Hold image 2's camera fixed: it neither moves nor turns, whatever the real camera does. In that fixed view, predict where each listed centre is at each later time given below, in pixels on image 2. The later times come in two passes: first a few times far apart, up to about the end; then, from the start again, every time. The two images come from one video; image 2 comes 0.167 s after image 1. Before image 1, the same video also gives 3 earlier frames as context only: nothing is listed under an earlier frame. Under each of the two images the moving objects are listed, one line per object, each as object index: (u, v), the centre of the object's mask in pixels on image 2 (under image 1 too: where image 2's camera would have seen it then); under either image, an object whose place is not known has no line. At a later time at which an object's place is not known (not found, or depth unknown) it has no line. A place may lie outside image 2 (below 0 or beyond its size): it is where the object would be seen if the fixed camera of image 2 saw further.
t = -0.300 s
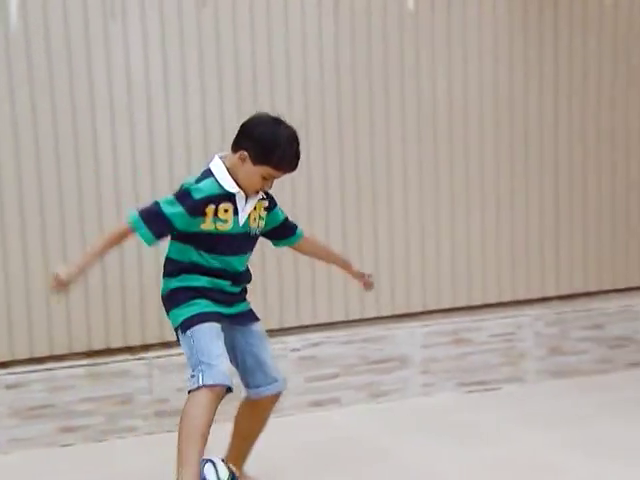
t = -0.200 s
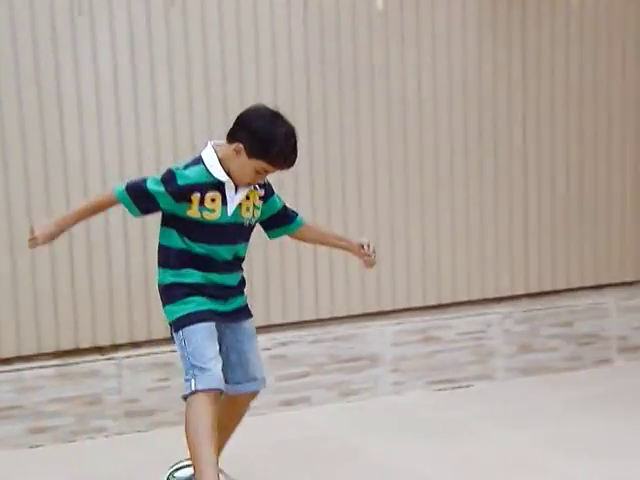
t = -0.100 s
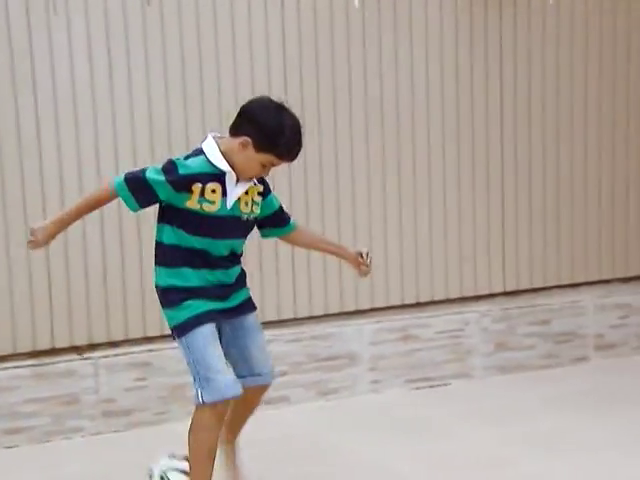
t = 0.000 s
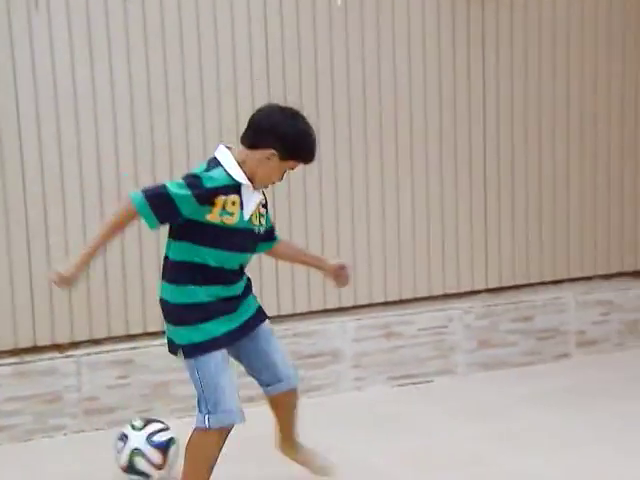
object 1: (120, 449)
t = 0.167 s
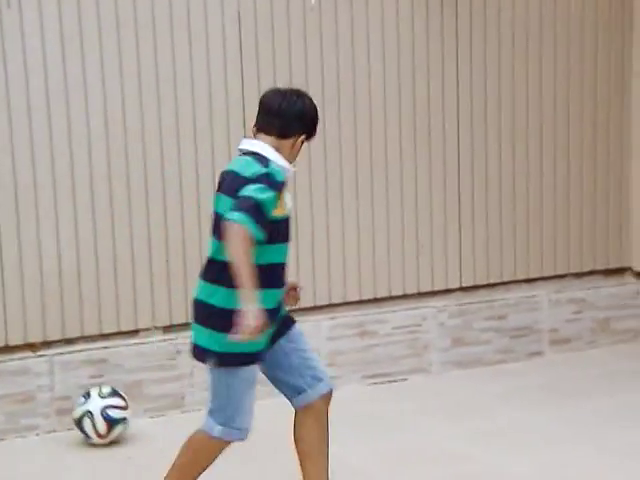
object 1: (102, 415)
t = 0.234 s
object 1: (99, 403)
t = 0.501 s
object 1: (150, 429)
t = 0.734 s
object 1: (186, 448)
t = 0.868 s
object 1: (207, 457)
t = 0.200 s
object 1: (99, 407)
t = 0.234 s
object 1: (99, 403)
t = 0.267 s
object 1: (108, 406)
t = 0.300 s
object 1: (116, 413)
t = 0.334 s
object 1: (123, 415)
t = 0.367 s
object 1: (129, 417)
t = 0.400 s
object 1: (136, 423)
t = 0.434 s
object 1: (141, 424)
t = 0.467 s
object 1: (146, 426)
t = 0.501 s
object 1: (150, 429)
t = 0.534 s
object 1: (155, 431)
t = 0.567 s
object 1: (161, 435)
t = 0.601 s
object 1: (165, 436)
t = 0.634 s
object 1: (170, 440)
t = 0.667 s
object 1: (175, 442)
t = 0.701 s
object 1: (180, 446)
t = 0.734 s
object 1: (186, 448)
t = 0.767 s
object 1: (190, 450)
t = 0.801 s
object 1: (196, 452)
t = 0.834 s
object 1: (201, 454)
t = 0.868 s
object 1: (207, 457)
